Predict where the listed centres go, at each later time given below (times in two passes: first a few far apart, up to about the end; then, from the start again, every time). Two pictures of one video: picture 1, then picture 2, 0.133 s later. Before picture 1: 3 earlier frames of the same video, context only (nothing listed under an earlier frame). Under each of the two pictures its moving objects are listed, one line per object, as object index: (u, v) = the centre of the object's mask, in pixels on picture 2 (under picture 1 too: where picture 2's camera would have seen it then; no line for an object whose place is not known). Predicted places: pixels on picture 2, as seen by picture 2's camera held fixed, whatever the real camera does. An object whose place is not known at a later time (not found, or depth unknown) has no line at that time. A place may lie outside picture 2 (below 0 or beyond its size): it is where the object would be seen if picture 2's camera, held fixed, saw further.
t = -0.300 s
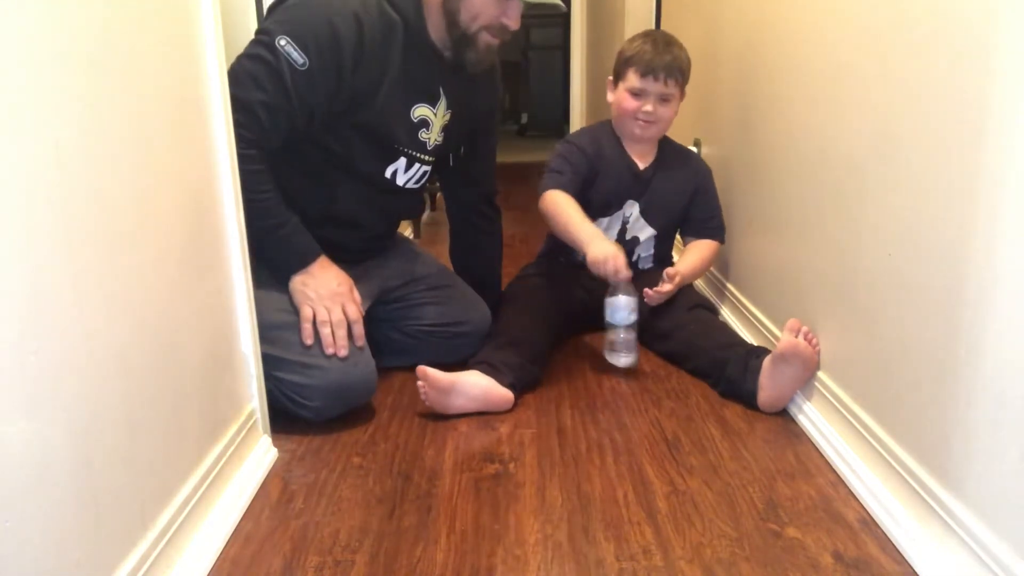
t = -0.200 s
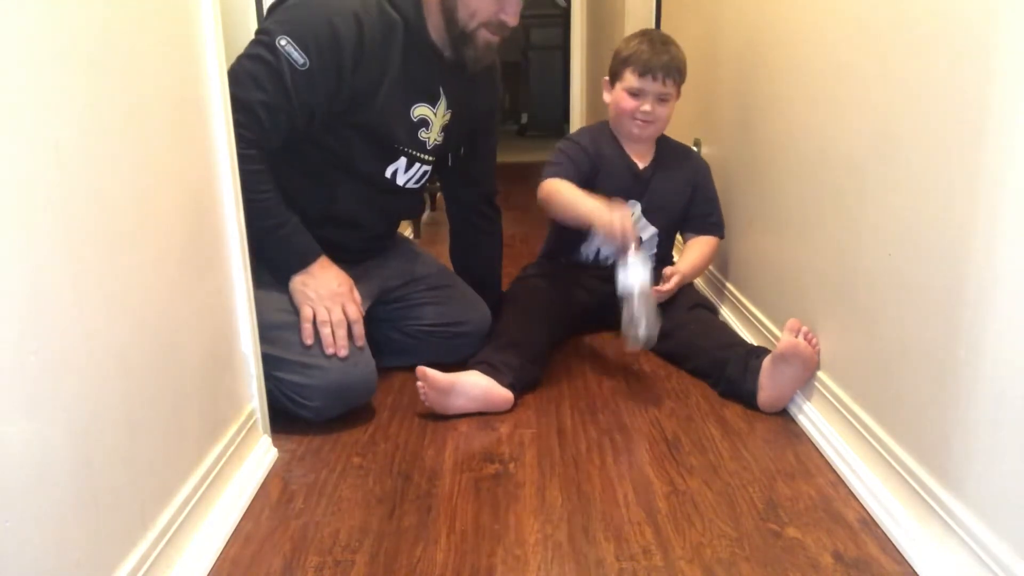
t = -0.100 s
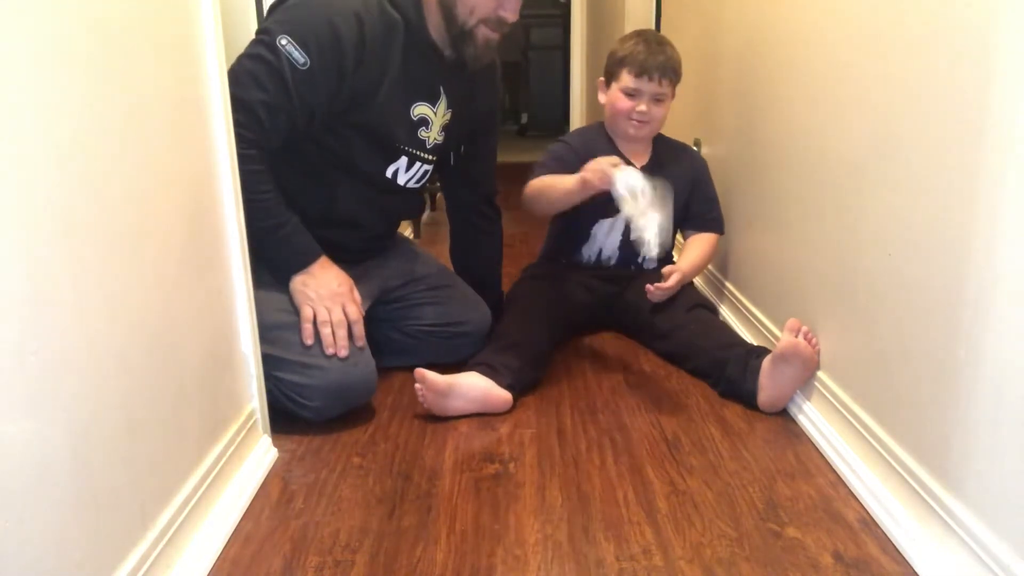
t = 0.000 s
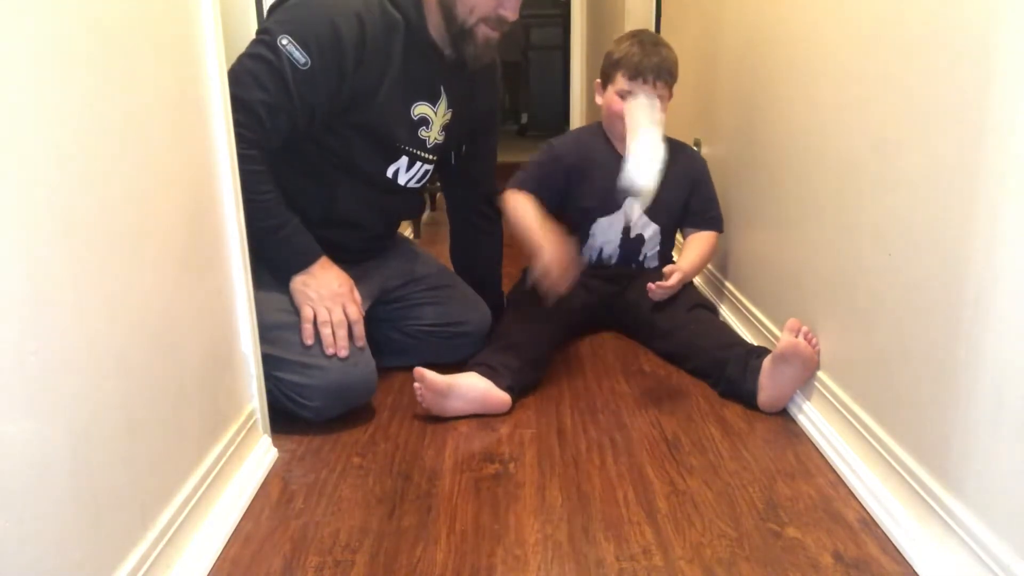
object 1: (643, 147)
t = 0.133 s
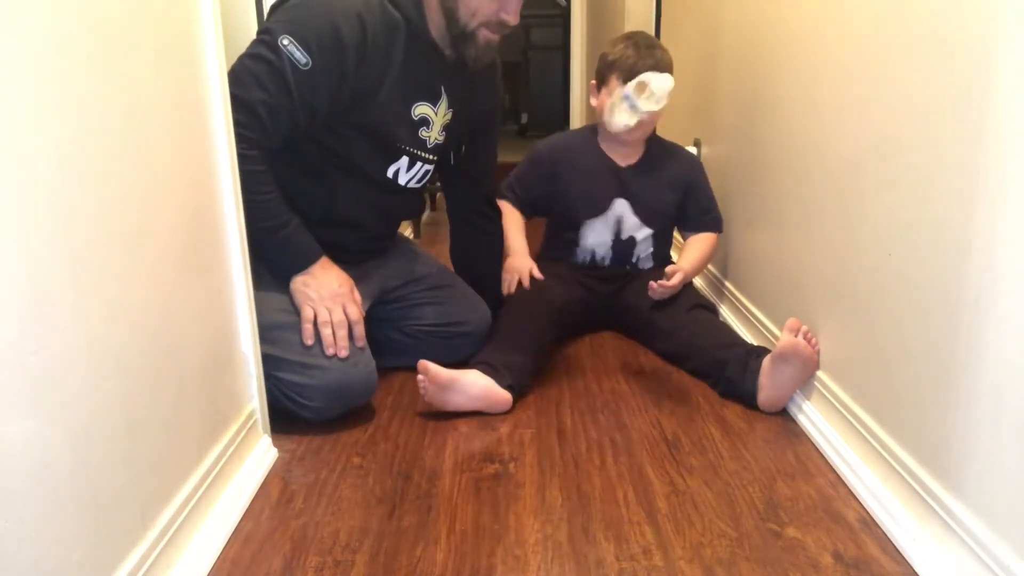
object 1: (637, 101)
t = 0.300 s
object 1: (620, 199)
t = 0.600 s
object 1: (595, 341)
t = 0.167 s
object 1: (634, 111)
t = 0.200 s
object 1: (631, 126)
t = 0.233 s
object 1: (627, 145)
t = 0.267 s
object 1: (625, 166)
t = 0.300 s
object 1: (620, 199)
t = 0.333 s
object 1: (616, 234)
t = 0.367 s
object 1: (612, 269)
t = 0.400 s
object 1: (609, 307)
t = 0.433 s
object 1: (606, 327)
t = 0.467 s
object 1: (603, 325)
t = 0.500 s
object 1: (600, 328)
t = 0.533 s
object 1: (598, 331)
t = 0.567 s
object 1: (597, 336)
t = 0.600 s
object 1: (595, 341)
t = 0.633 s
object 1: (594, 339)
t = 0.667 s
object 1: (594, 338)
